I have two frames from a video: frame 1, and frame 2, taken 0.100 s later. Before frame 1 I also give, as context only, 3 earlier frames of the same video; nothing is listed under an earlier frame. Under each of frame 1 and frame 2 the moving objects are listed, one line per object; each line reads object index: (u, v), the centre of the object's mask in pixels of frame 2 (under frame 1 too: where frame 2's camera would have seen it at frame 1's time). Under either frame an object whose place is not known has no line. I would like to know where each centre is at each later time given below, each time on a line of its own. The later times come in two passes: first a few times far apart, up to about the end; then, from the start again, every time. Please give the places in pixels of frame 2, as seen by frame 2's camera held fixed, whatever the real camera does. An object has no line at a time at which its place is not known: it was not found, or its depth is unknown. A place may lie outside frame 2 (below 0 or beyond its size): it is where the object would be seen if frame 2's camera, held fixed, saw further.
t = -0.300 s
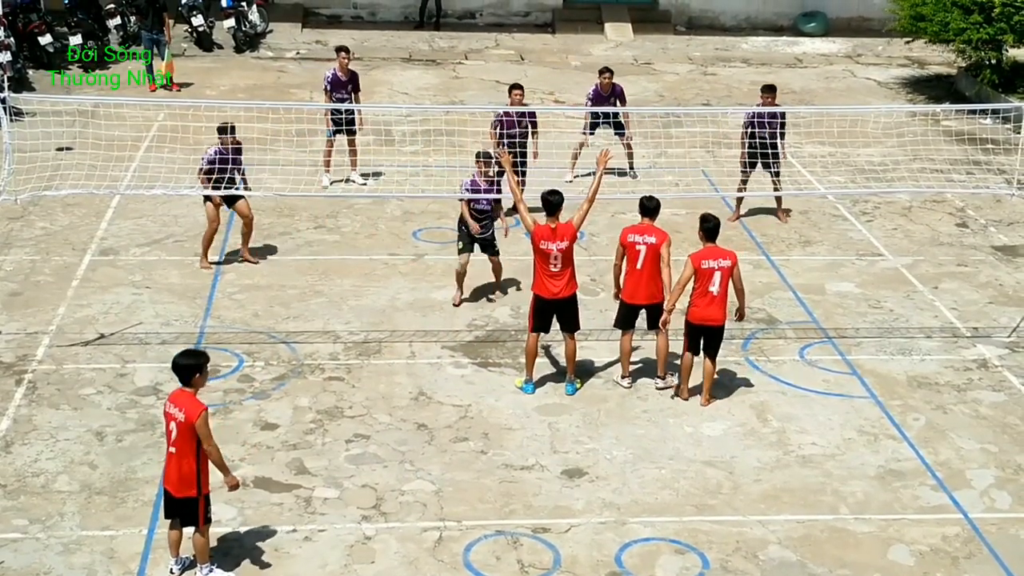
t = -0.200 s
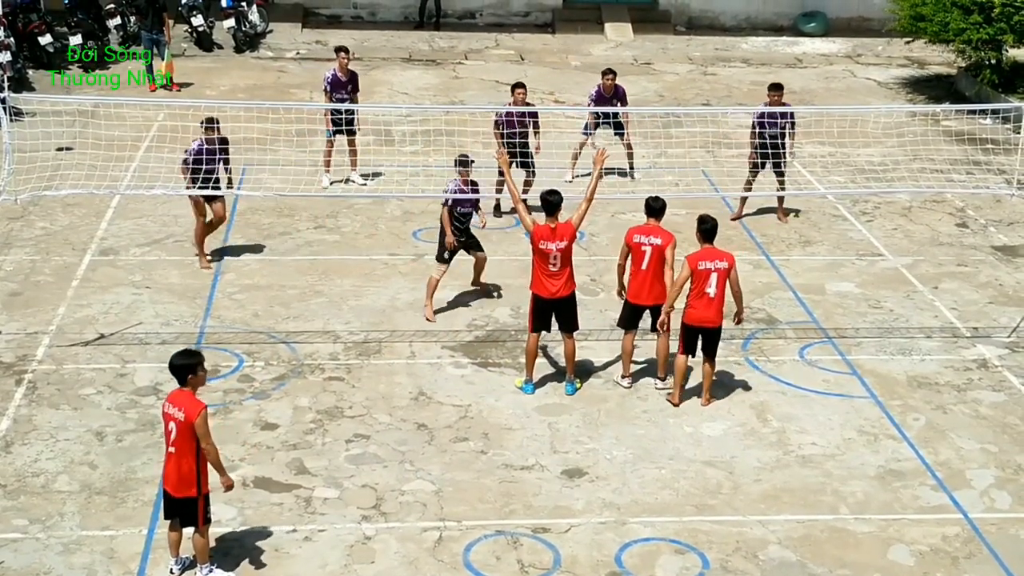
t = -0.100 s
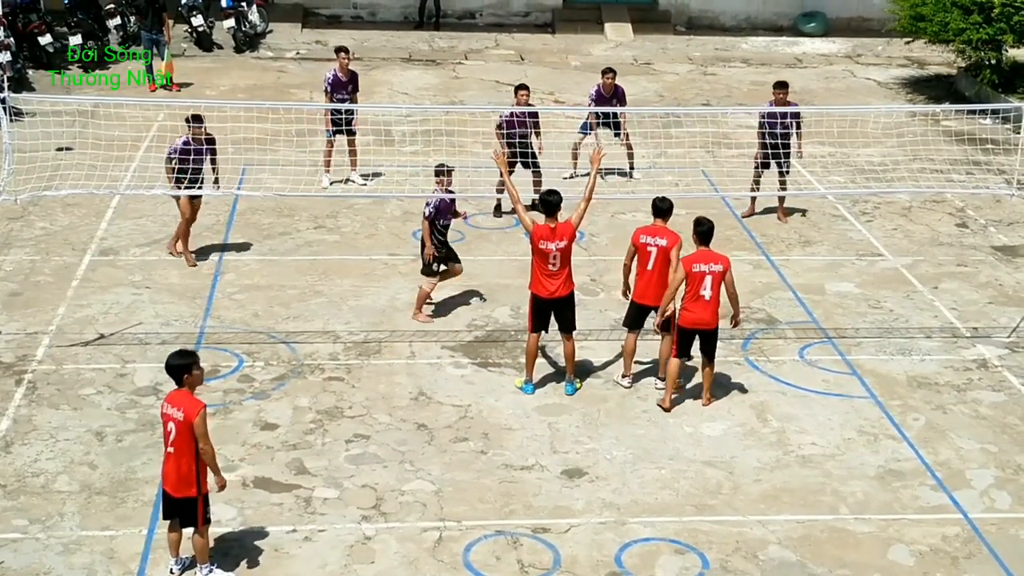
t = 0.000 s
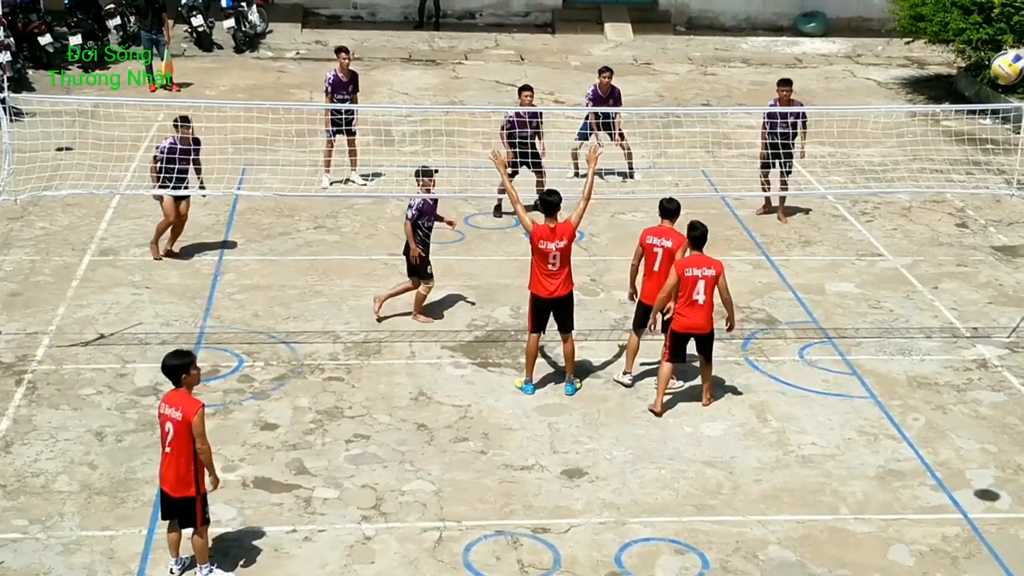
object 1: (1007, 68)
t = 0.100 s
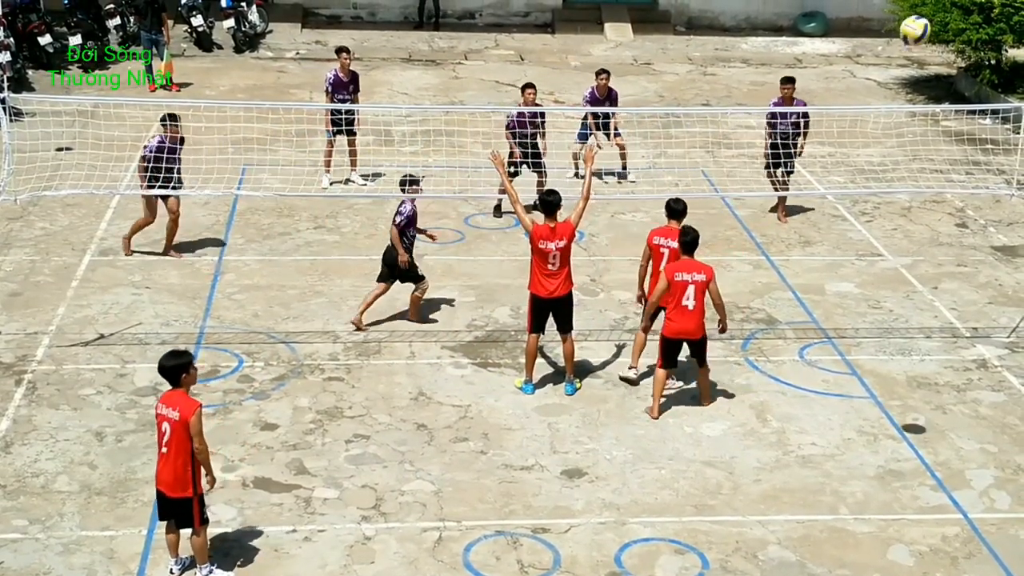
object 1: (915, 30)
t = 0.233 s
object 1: (816, 15)
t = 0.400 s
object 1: (720, 32)
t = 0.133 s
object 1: (887, 23)
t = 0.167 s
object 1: (862, 19)
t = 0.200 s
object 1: (839, 15)
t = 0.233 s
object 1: (816, 15)
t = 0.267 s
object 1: (795, 16)
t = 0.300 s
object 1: (775, 19)
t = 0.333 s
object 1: (756, 22)
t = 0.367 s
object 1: (737, 27)
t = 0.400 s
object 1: (720, 32)
